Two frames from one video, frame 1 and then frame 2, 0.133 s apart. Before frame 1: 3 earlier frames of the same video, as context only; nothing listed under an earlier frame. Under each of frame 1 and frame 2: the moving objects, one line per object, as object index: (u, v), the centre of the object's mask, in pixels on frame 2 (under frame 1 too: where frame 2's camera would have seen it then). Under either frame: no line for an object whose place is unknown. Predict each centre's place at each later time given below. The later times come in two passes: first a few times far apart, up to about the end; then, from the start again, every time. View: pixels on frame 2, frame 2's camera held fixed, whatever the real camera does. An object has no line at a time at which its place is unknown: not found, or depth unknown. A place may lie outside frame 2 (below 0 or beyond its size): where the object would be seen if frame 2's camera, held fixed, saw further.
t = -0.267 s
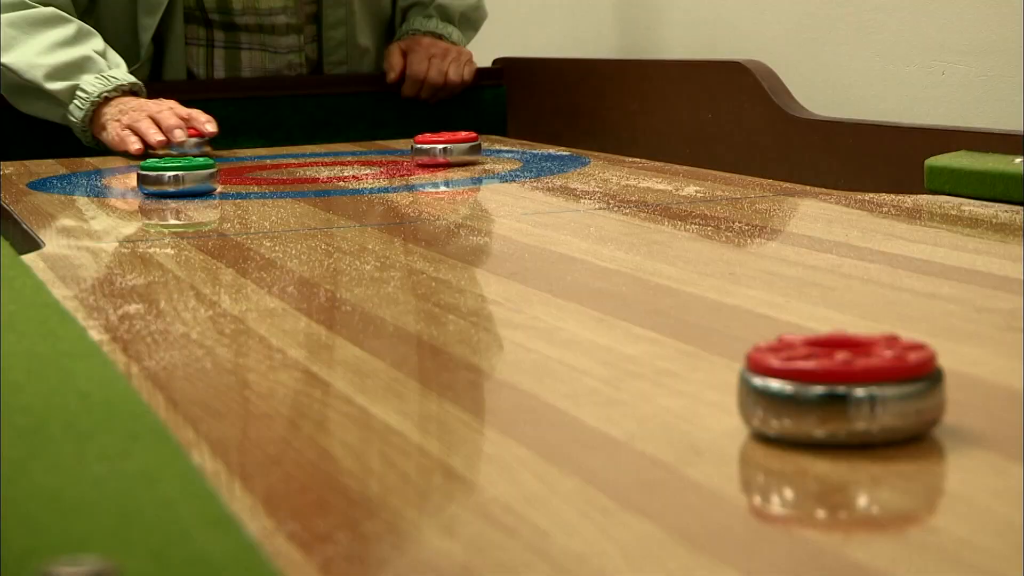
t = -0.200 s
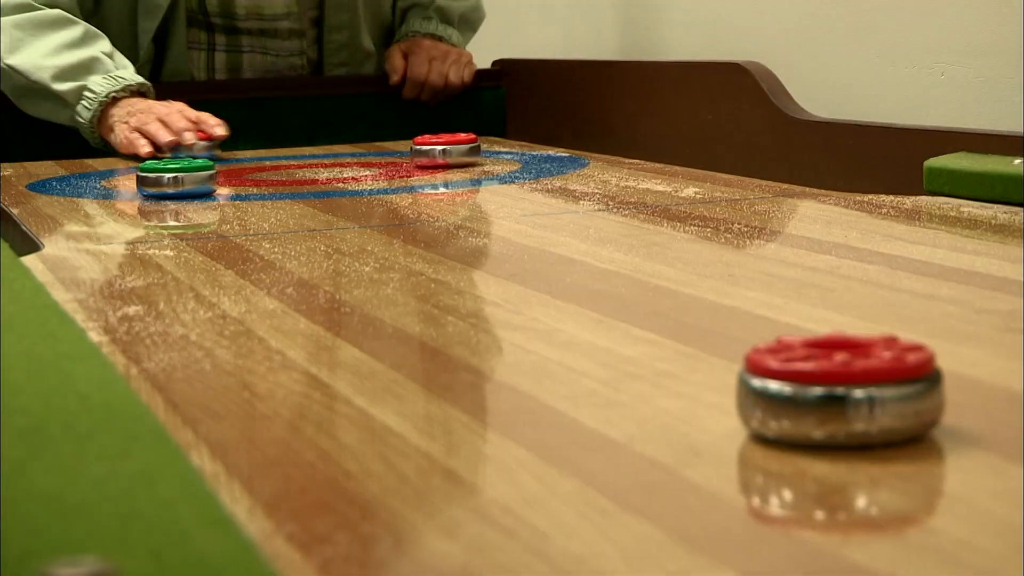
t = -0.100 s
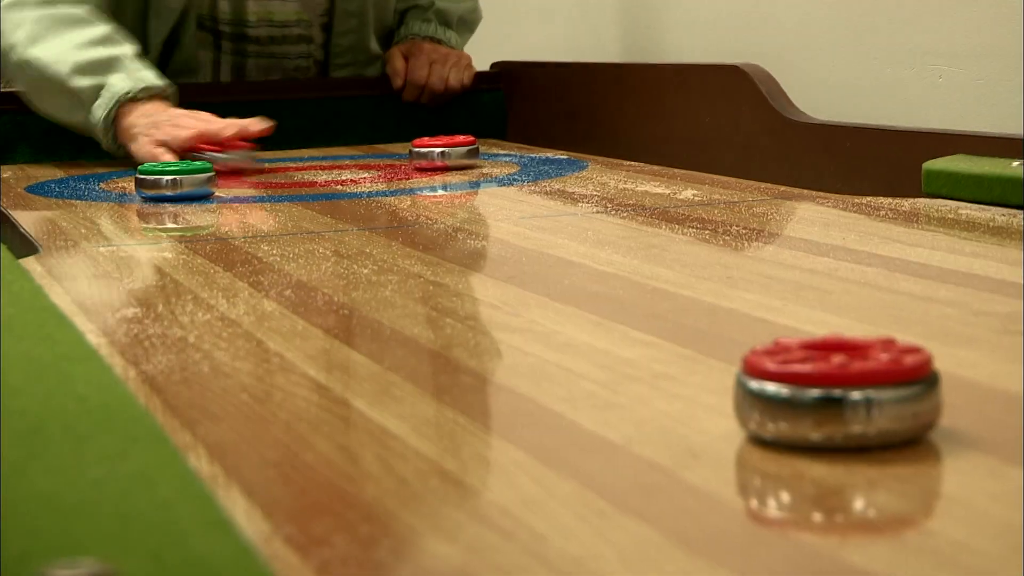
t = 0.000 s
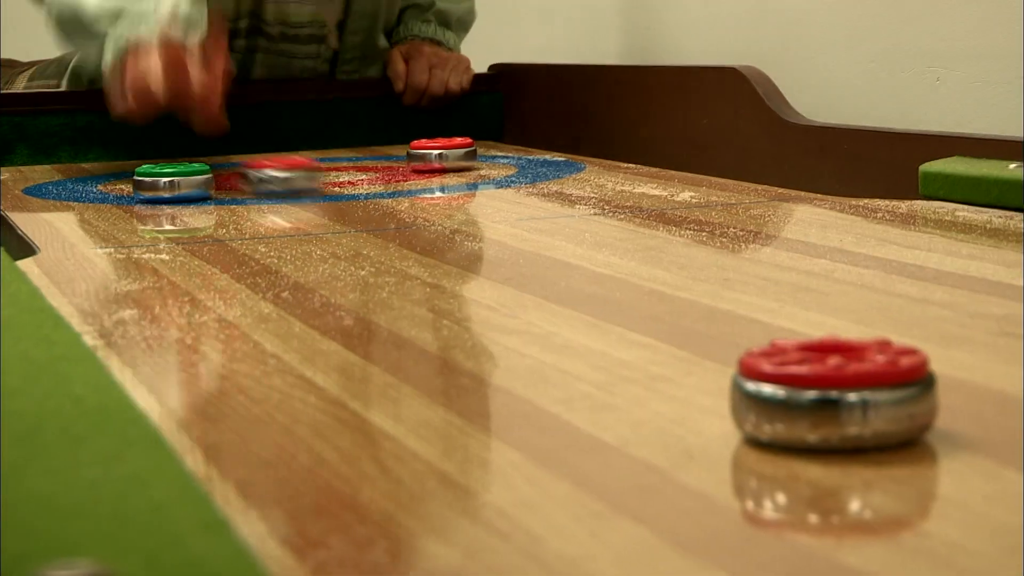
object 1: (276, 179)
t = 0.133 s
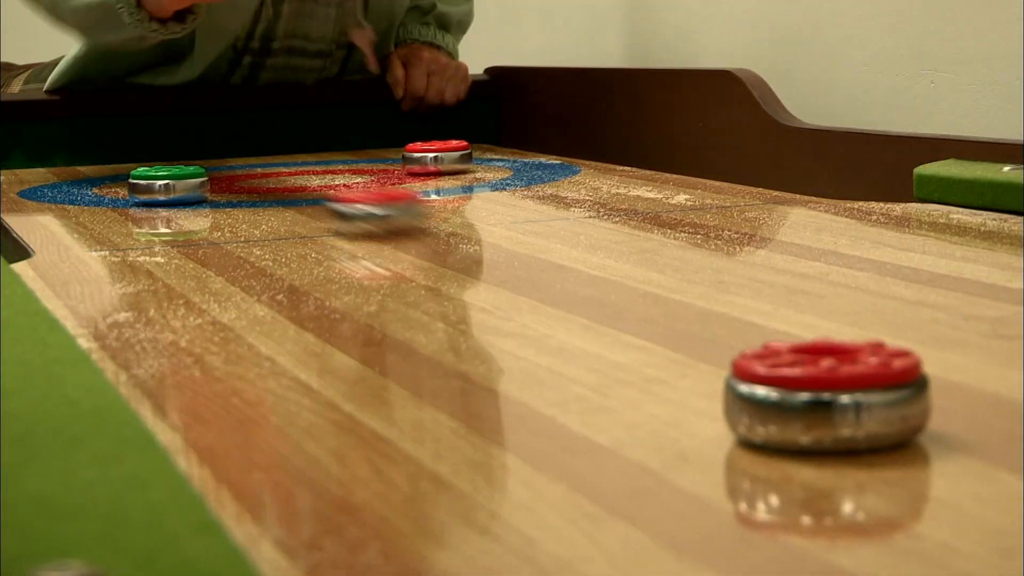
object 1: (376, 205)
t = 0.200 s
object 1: (442, 226)
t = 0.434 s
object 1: (868, 334)
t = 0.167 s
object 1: (409, 216)
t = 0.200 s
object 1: (442, 226)
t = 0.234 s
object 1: (481, 239)
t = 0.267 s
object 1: (524, 251)
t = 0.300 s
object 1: (573, 266)
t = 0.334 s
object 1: (632, 284)
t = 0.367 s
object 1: (693, 302)
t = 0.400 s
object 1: (761, 317)
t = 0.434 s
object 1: (868, 334)
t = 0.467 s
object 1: (955, 359)
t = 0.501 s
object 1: (995, 355)
